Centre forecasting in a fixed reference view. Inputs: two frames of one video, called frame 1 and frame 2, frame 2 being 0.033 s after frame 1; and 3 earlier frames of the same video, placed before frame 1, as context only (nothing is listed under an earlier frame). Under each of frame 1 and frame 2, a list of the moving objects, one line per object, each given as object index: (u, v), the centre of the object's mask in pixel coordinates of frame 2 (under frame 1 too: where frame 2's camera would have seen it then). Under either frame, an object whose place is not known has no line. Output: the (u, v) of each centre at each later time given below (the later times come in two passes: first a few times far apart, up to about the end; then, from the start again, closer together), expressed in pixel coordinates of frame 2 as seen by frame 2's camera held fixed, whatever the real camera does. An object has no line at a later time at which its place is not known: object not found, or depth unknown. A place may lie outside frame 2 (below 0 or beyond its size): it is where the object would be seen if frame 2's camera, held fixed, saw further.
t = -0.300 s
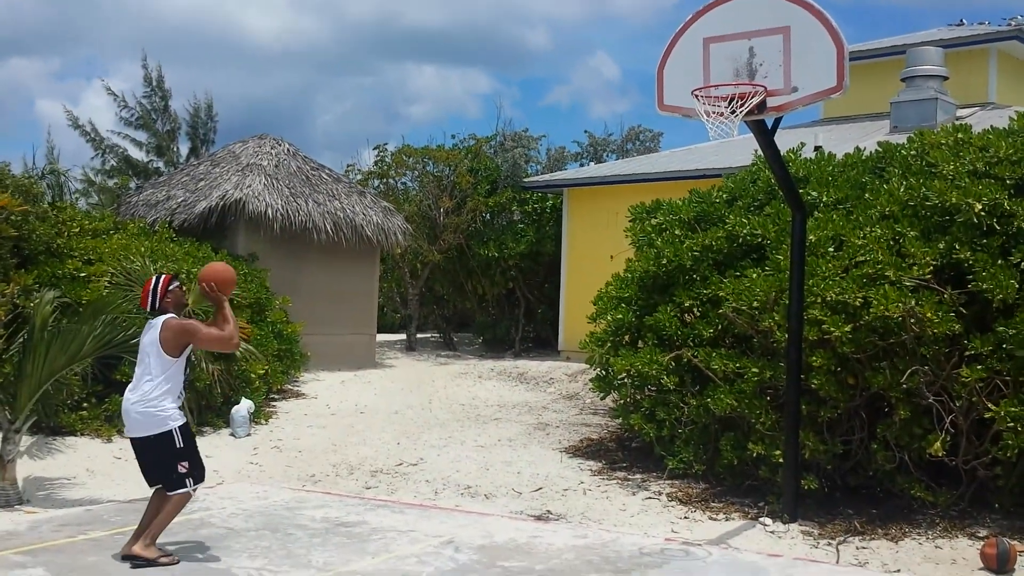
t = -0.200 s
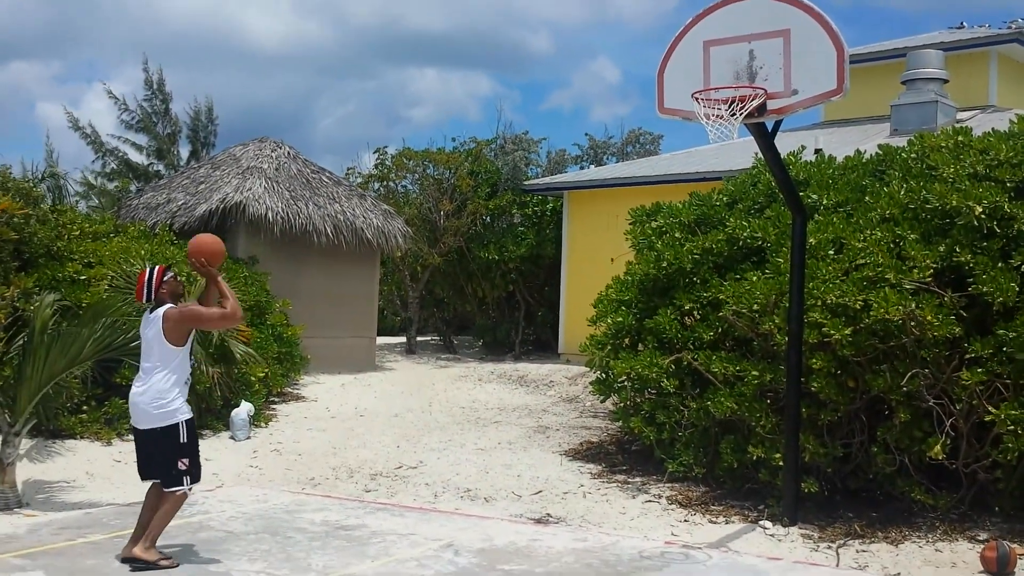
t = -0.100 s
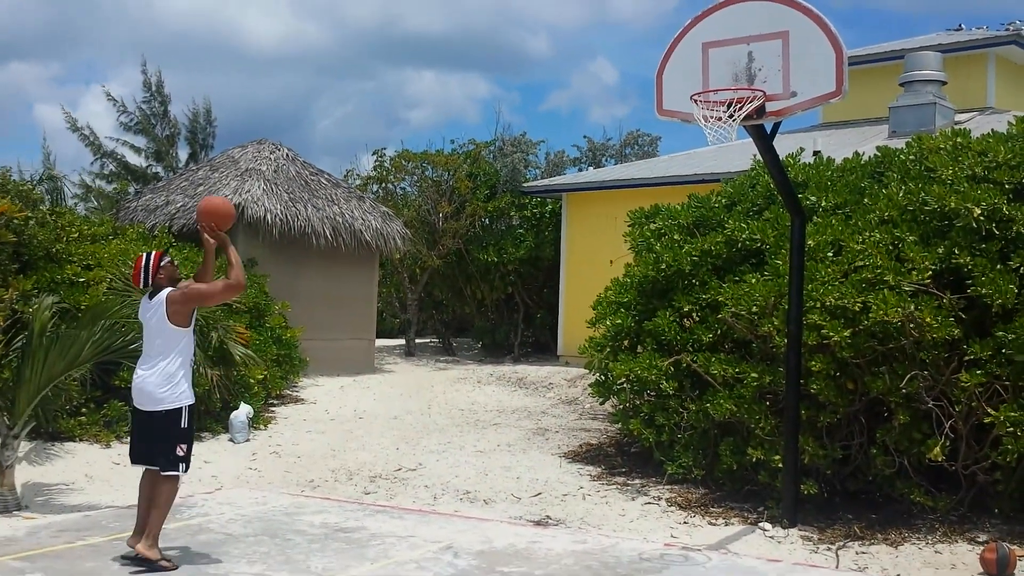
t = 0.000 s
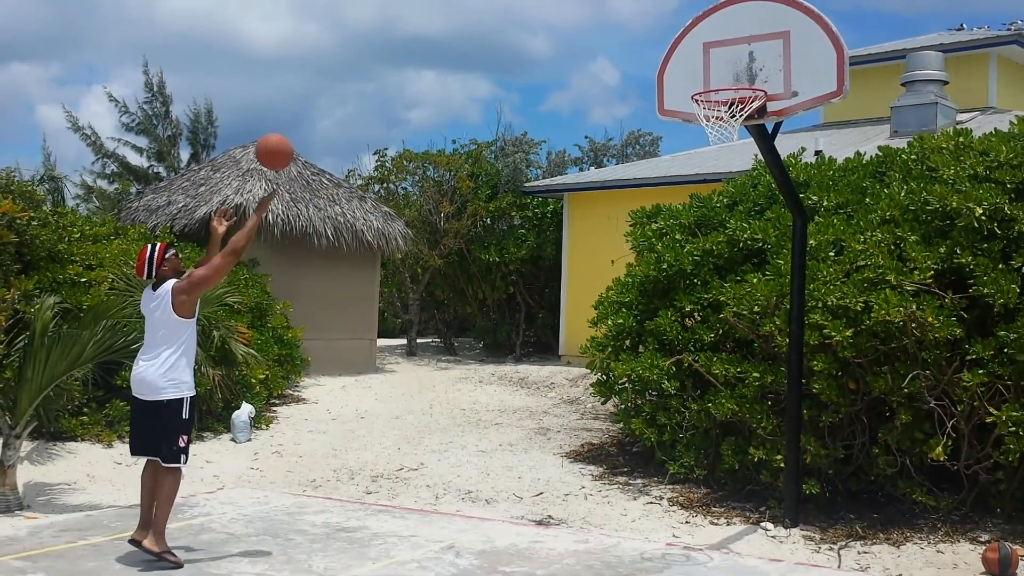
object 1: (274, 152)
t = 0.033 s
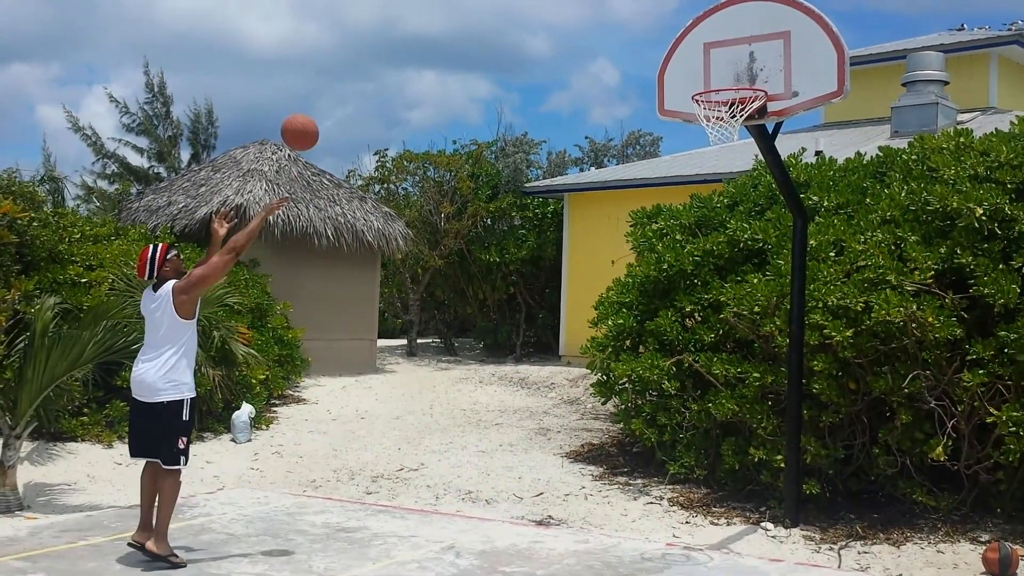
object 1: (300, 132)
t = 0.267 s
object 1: (466, 42)
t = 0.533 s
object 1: (639, 36)
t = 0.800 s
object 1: (719, 105)
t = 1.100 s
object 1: (758, 255)
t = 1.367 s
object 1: (786, 505)
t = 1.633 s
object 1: (806, 402)
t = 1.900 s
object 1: (825, 293)
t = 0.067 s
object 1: (324, 114)
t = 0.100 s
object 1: (349, 98)
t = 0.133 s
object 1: (373, 84)
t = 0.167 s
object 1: (396, 70)
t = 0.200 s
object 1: (420, 59)
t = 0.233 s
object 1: (443, 49)
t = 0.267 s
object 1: (466, 42)
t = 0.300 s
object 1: (488, 35)
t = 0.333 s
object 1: (510, 31)
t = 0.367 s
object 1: (533, 28)
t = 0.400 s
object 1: (554, 27)
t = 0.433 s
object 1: (576, 27)
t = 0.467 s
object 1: (597, 28)
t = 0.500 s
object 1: (619, 31)
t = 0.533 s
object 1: (639, 36)
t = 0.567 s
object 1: (659, 43)
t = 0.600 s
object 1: (680, 51)
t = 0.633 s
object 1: (699, 60)
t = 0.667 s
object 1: (705, 66)
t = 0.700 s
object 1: (709, 73)
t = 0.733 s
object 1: (712, 79)
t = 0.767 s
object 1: (715, 91)
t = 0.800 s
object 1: (719, 105)
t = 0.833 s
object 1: (725, 119)
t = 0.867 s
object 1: (729, 142)
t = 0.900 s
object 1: (734, 144)
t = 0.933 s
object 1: (739, 158)
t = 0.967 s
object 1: (742, 174)
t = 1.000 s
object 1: (746, 191)
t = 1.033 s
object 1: (750, 210)
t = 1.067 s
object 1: (753, 232)
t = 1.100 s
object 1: (758, 255)
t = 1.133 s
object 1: (762, 280)
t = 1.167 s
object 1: (766, 306)
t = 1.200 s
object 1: (769, 335)
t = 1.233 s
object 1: (773, 365)
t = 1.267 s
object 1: (776, 397)
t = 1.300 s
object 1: (779, 431)
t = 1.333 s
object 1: (783, 467)
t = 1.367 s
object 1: (786, 505)
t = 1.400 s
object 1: (789, 545)
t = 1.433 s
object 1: (792, 550)
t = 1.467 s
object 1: (794, 521)
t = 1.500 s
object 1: (797, 494)
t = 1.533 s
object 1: (799, 469)
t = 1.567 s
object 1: (802, 445)
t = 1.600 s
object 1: (804, 422)
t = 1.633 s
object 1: (806, 402)
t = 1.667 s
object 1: (809, 382)
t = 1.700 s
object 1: (812, 365)
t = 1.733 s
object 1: (814, 349)
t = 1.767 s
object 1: (816, 335)
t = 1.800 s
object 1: (819, 322)
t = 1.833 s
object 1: (821, 311)
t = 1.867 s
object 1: (823, 301)
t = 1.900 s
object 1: (825, 293)
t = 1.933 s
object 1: (827, 287)
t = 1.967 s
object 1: (829, 283)
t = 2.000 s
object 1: (831, 280)
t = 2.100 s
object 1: (837, 281)
